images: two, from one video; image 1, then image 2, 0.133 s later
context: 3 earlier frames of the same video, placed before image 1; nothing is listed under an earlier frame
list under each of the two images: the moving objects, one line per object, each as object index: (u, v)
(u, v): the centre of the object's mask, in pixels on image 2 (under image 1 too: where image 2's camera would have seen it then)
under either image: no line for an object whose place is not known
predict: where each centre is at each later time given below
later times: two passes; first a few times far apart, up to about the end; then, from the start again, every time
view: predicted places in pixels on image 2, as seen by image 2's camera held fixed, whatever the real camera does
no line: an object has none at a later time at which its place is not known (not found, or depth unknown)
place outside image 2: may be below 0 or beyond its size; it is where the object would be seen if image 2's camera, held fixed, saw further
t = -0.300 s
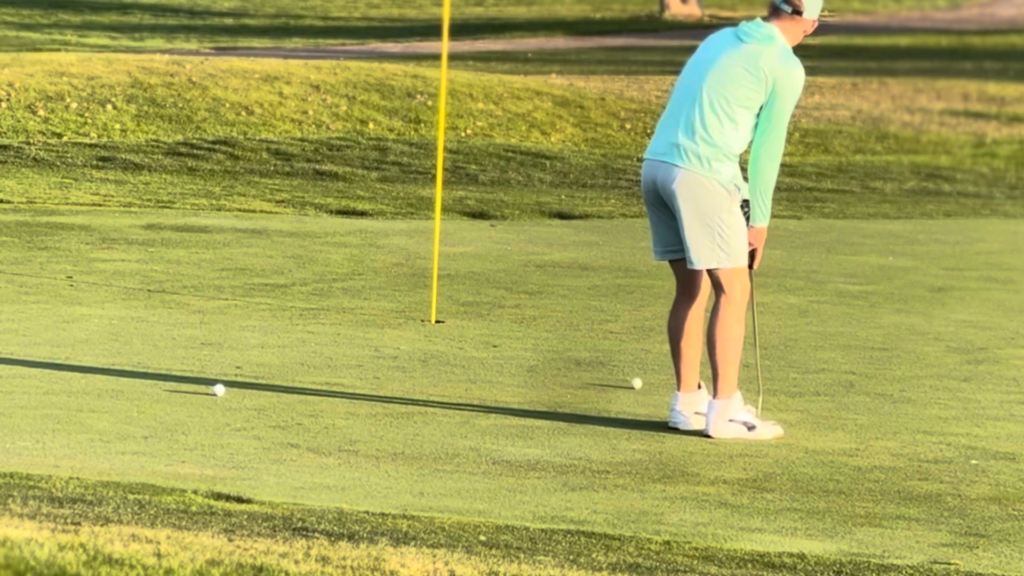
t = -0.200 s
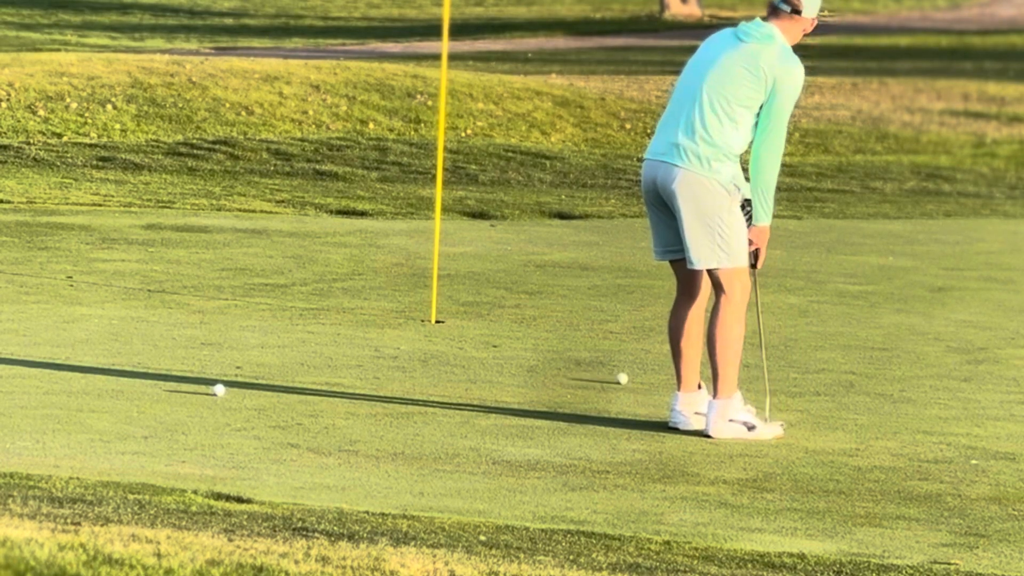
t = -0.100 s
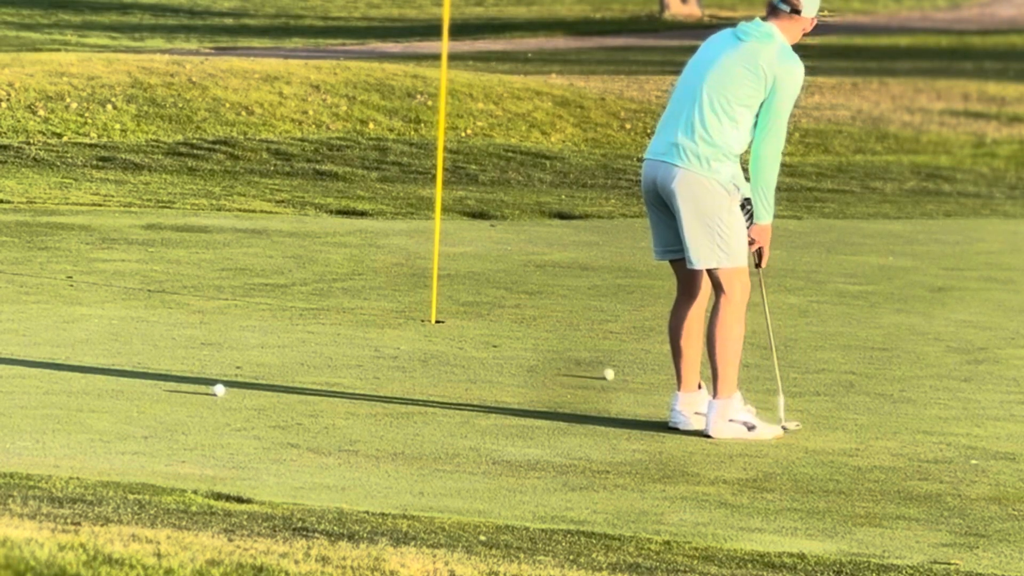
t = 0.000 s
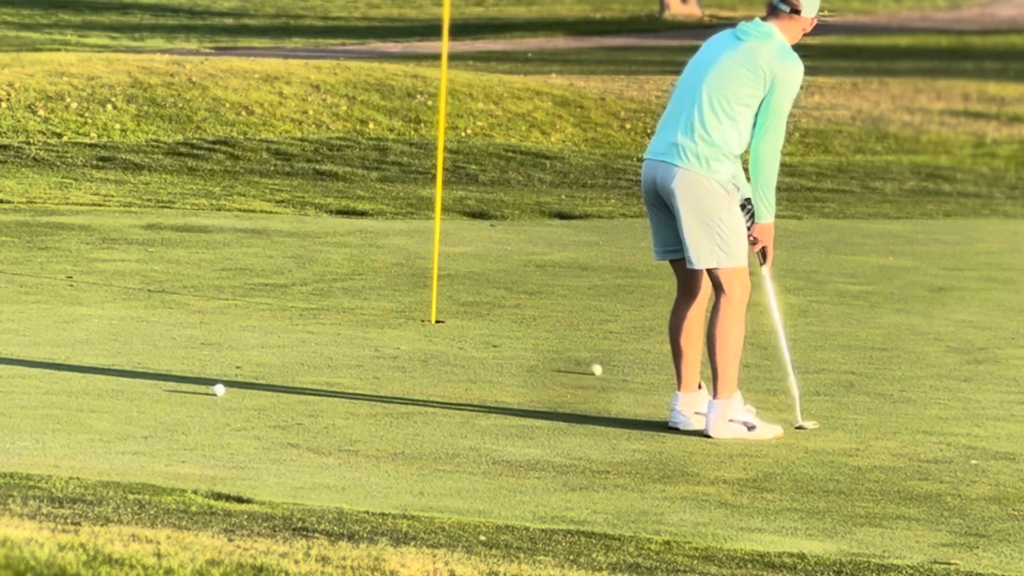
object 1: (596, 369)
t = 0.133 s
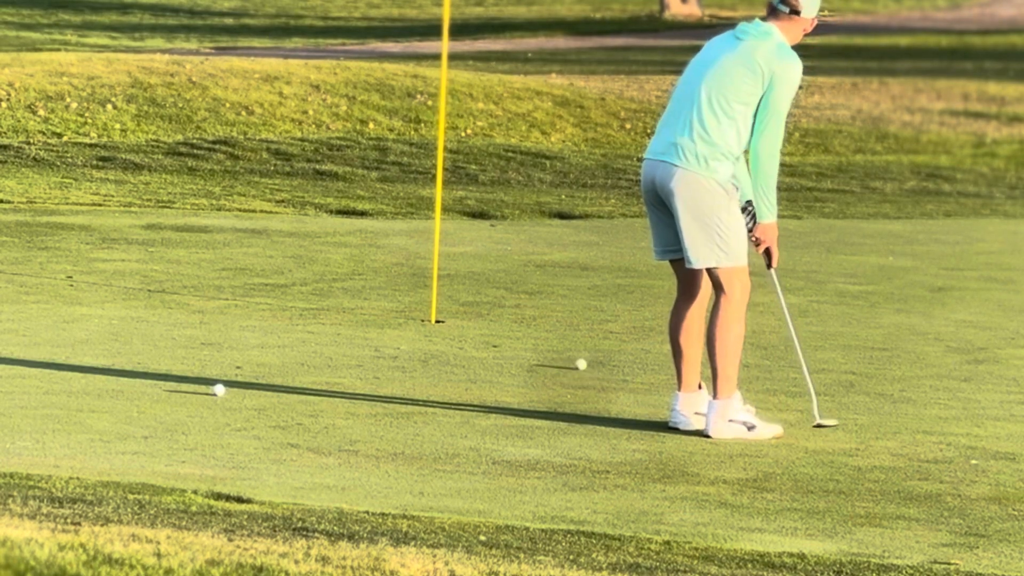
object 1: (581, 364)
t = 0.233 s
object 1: (570, 360)
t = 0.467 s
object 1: (547, 351)
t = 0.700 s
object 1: (528, 343)
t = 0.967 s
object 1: (511, 335)
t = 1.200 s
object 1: (501, 330)
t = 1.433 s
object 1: (492, 325)
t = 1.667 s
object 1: (483, 320)
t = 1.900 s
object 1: (478, 316)
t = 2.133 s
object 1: (474, 313)
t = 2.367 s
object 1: (474, 311)
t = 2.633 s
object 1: (477, 309)
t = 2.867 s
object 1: (479, 308)
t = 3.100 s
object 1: (481, 308)
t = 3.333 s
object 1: (481, 308)
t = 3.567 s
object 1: (481, 308)
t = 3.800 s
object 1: (481, 308)
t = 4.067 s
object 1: (481, 308)
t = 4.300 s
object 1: (481, 308)
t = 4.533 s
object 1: (481, 308)
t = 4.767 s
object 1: (481, 308)
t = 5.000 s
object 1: (481, 308)
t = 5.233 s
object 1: (481, 308)
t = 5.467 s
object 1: (480, 308)
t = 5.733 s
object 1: (481, 308)
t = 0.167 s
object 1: (577, 363)
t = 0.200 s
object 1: (573, 361)
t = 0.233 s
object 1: (570, 360)
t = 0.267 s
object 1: (566, 359)
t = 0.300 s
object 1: (562, 358)
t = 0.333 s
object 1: (559, 356)
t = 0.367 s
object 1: (556, 355)
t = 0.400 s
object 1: (553, 354)
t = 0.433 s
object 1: (550, 353)
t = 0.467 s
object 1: (547, 351)
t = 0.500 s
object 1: (544, 350)
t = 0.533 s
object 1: (541, 349)
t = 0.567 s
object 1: (538, 348)
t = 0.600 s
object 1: (535, 347)
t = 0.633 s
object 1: (533, 345)
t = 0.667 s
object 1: (530, 344)
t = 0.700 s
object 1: (528, 343)
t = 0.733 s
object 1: (526, 342)
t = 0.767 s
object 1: (523, 341)
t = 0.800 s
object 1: (521, 340)
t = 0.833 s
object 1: (519, 340)
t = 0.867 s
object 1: (517, 338)
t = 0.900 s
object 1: (515, 337)
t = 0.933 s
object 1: (514, 337)
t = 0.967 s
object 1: (511, 335)
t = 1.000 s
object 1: (510, 335)
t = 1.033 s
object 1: (508, 334)
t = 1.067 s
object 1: (506, 333)
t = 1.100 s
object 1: (505, 332)
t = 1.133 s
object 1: (504, 331)
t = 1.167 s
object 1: (502, 330)
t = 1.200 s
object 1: (501, 330)
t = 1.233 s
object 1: (500, 329)
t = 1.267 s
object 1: (498, 329)
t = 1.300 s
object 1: (497, 328)
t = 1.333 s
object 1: (495, 327)
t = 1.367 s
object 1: (494, 326)
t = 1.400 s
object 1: (493, 325)
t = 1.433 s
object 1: (492, 325)
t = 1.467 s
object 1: (491, 324)
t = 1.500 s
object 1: (489, 323)
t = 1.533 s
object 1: (488, 322)
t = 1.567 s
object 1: (487, 322)
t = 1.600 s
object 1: (485, 321)
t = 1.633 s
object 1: (484, 321)
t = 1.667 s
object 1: (483, 320)
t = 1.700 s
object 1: (482, 320)
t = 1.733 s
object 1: (481, 319)
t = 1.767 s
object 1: (480, 318)
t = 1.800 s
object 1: (480, 318)
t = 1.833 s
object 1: (479, 317)
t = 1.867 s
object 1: (478, 317)
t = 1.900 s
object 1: (478, 316)
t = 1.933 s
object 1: (477, 316)
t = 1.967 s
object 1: (476, 315)
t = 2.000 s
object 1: (476, 314)
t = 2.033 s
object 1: (475, 314)
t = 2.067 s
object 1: (475, 314)
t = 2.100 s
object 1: (474, 313)
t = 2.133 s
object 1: (474, 313)
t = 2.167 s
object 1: (474, 313)
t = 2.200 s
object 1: (474, 312)
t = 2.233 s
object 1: (474, 312)
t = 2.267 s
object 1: (474, 312)
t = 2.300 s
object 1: (474, 312)
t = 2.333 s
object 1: (474, 311)
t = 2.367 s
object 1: (474, 311)
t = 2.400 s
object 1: (474, 311)
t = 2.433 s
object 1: (475, 310)
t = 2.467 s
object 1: (475, 310)
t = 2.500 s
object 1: (475, 310)
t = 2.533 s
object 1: (475, 309)
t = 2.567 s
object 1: (476, 309)
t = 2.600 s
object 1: (476, 309)
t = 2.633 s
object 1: (477, 309)
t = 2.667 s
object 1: (477, 309)
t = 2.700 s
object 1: (477, 309)
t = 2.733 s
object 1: (478, 309)
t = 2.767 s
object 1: (479, 309)
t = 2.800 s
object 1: (479, 308)
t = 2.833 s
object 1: (479, 308)
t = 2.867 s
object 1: (479, 308)
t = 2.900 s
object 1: (480, 308)
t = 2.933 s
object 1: (480, 308)
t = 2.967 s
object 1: (480, 308)
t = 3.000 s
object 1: (480, 308)
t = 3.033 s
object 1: (481, 308)
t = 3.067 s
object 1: (481, 308)
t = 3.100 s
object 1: (481, 308)
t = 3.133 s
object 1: (481, 308)
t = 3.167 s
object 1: (481, 308)
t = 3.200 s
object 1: (481, 308)
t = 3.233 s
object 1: (481, 308)
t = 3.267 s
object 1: (481, 308)
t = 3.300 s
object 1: (481, 308)
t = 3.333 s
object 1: (481, 308)
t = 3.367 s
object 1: (481, 308)
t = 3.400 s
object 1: (481, 308)
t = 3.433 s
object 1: (481, 308)
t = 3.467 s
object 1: (481, 308)
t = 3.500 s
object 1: (481, 308)
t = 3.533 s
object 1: (481, 308)
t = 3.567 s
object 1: (481, 308)
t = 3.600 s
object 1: (481, 308)
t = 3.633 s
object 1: (481, 308)
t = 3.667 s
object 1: (481, 308)
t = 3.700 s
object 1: (481, 308)
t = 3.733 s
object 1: (481, 308)
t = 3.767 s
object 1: (481, 308)
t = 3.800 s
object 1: (481, 308)
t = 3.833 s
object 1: (481, 308)
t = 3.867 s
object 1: (481, 308)
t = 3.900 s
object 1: (481, 308)
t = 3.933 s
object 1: (481, 308)
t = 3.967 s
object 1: (481, 308)
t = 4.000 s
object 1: (481, 308)
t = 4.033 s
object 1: (481, 308)
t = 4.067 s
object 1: (481, 308)
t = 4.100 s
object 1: (481, 308)
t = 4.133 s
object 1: (481, 308)
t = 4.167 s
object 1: (481, 308)
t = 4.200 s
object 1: (481, 308)
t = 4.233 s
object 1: (481, 308)
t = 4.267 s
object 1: (481, 308)
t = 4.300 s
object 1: (481, 308)
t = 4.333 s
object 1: (481, 308)
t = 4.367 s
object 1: (481, 308)
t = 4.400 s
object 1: (481, 308)
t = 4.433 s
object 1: (481, 308)
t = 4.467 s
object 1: (481, 308)
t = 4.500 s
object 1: (480, 307)
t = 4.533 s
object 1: (481, 308)
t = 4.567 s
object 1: (481, 308)
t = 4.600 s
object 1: (481, 308)
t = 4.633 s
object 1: (481, 308)
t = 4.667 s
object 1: (481, 308)
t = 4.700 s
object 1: (481, 308)
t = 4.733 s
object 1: (481, 308)
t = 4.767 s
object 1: (481, 308)
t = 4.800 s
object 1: (481, 308)
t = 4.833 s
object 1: (481, 308)
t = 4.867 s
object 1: (481, 308)
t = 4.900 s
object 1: (481, 307)
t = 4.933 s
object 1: (481, 308)
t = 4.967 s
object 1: (481, 308)
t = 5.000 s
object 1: (481, 308)
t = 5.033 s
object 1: (481, 308)
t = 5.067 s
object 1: (481, 308)
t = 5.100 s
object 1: (481, 308)
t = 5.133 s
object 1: (481, 308)
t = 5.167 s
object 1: (481, 308)
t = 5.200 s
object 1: (481, 308)
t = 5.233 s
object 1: (481, 308)
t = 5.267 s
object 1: (481, 308)
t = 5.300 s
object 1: (481, 308)
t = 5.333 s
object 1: (481, 308)
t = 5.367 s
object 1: (481, 308)
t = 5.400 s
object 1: (481, 308)
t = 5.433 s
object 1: (481, 308)
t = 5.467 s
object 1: (480, 308)
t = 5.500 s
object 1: (480, 308)
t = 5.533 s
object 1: (480, 308)
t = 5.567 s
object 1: (480, 308)
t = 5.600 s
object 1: (480, 308)
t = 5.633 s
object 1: (480, 308)
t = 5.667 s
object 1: (480, 308)
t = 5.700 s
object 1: (480, 308)
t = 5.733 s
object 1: (481, 308)
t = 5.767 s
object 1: (481, 308)
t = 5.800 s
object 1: (481, 308)
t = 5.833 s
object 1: (481, 308)
